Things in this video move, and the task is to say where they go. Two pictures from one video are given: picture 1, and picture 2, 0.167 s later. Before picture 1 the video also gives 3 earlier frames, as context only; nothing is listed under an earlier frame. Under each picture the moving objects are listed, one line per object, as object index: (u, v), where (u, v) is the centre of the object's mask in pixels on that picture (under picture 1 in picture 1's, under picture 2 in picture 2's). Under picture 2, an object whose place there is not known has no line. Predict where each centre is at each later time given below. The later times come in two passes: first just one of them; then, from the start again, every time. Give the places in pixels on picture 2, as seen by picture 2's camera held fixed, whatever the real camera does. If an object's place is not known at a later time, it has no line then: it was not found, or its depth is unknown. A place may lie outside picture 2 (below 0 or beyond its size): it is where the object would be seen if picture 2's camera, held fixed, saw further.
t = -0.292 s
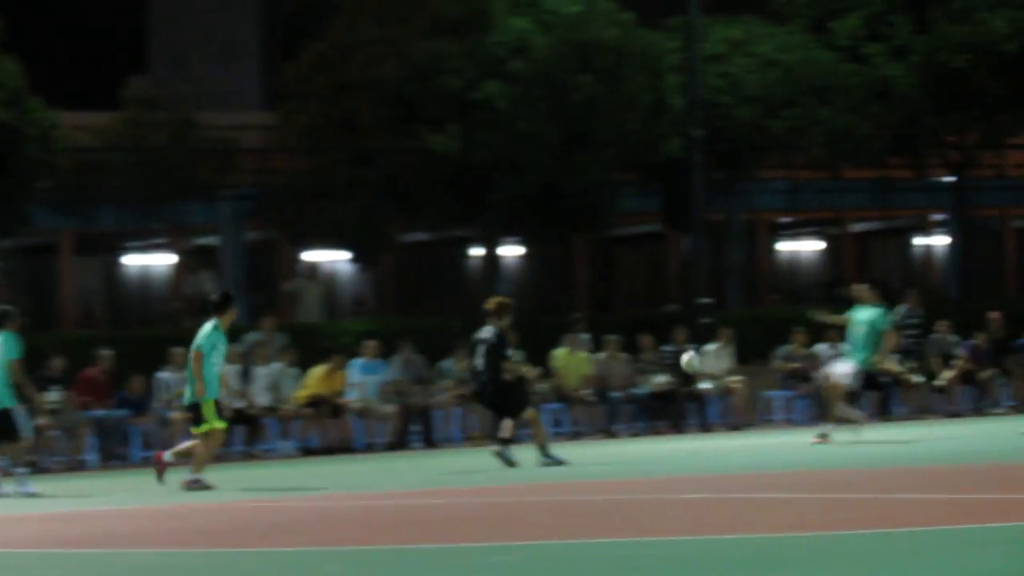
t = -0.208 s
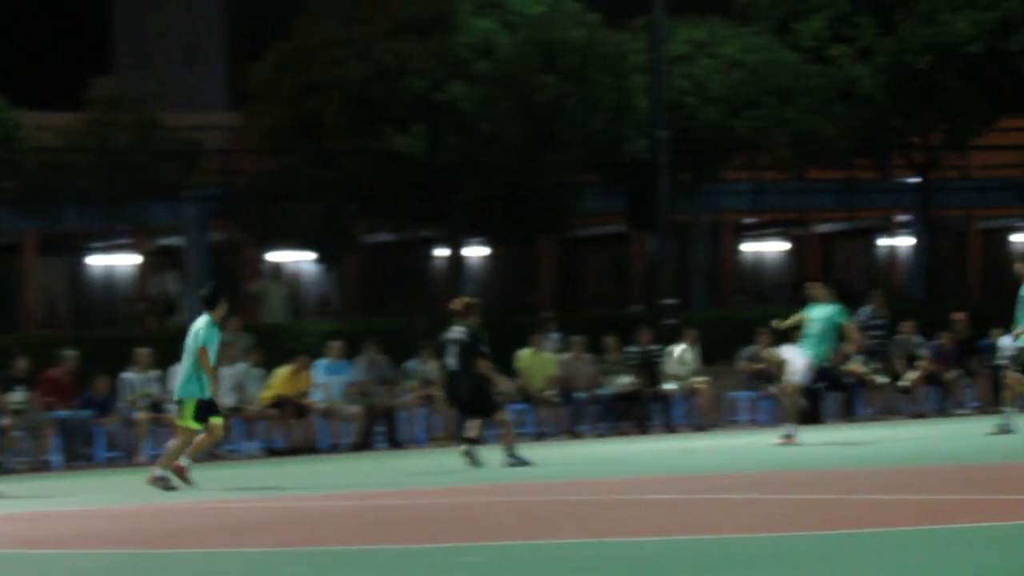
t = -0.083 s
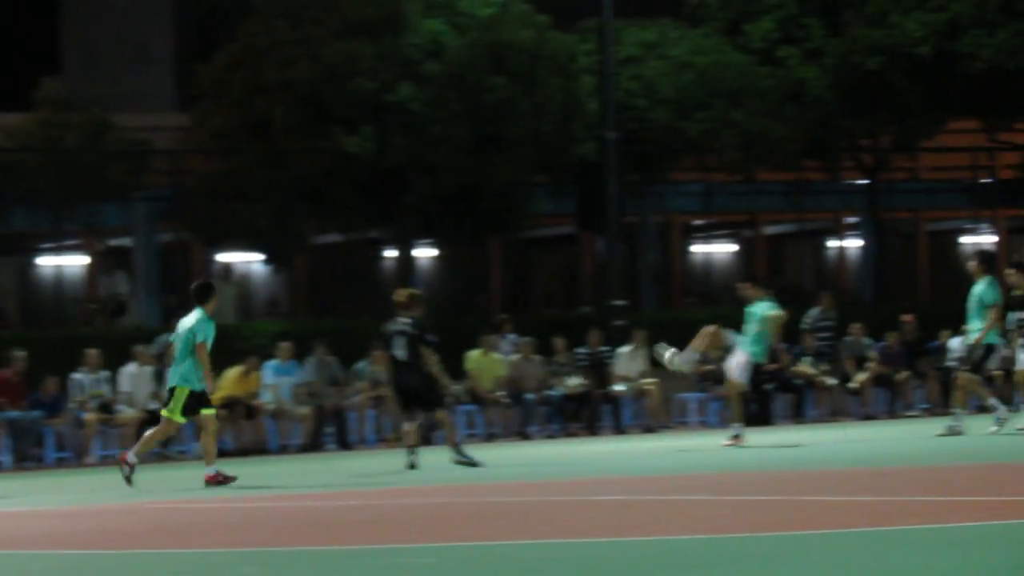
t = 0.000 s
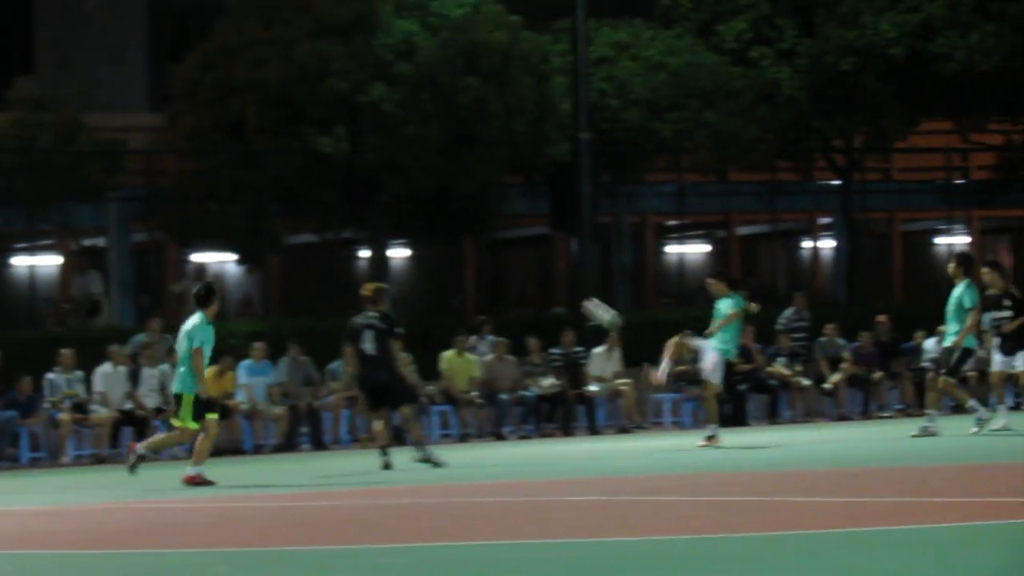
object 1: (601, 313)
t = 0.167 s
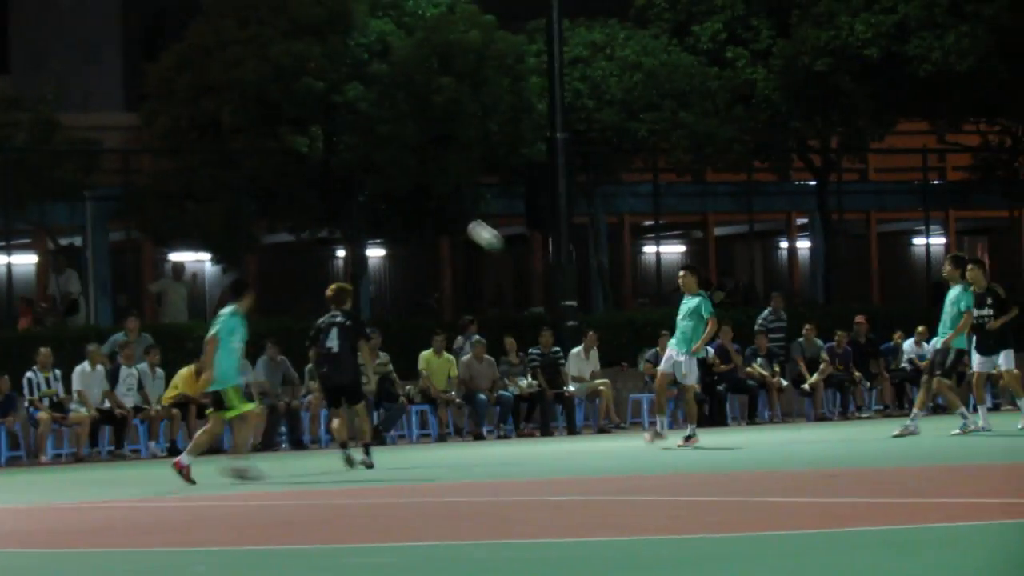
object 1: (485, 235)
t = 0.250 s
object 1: (436, 205)
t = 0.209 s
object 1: (460, 219)
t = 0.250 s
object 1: (436, 205)
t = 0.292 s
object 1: (411, 192)
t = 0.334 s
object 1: (385, 181)
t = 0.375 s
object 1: (359, 171)
